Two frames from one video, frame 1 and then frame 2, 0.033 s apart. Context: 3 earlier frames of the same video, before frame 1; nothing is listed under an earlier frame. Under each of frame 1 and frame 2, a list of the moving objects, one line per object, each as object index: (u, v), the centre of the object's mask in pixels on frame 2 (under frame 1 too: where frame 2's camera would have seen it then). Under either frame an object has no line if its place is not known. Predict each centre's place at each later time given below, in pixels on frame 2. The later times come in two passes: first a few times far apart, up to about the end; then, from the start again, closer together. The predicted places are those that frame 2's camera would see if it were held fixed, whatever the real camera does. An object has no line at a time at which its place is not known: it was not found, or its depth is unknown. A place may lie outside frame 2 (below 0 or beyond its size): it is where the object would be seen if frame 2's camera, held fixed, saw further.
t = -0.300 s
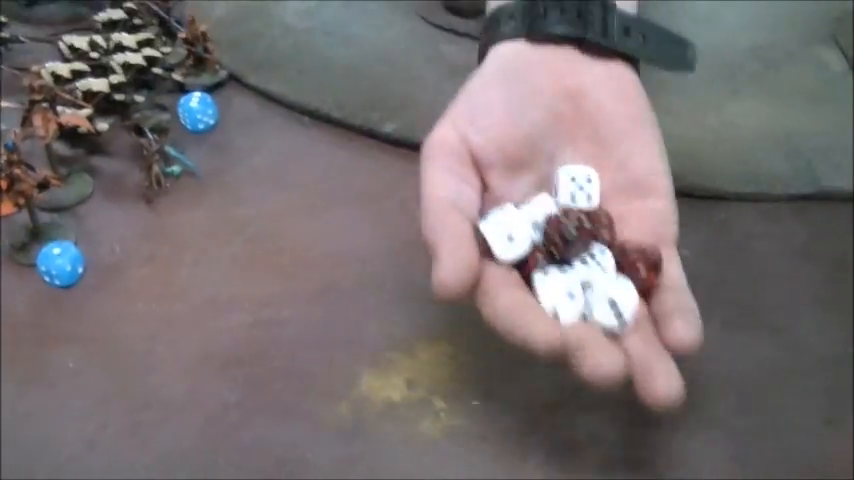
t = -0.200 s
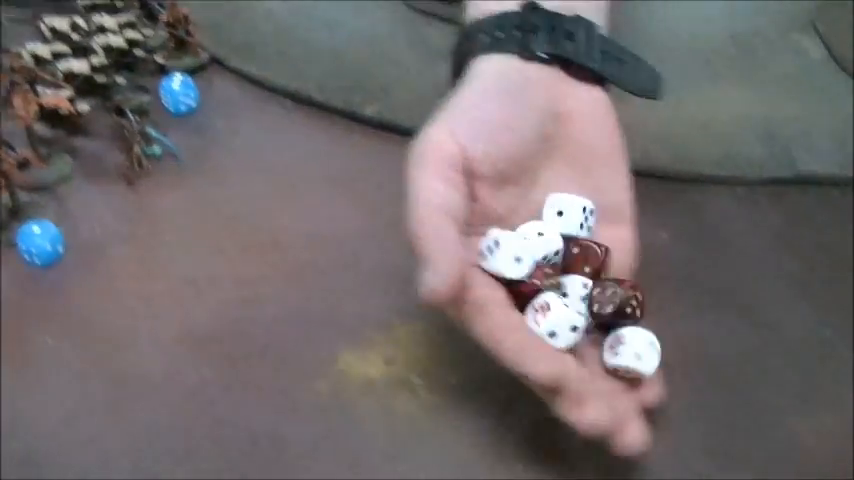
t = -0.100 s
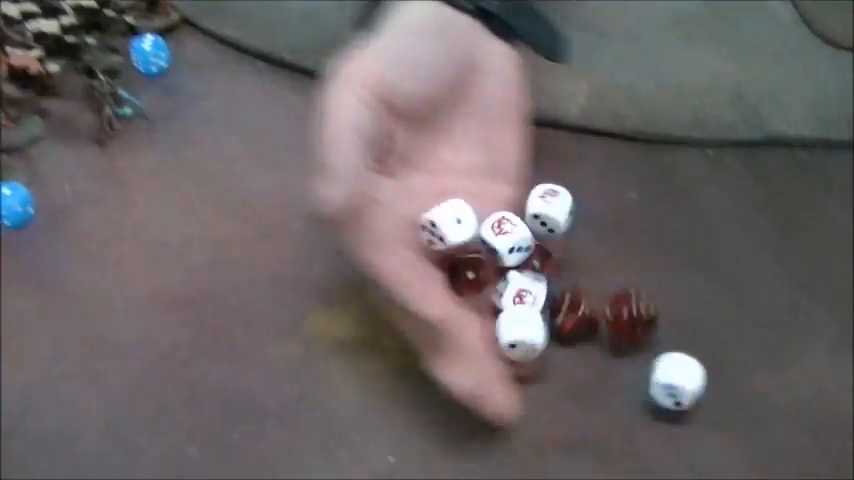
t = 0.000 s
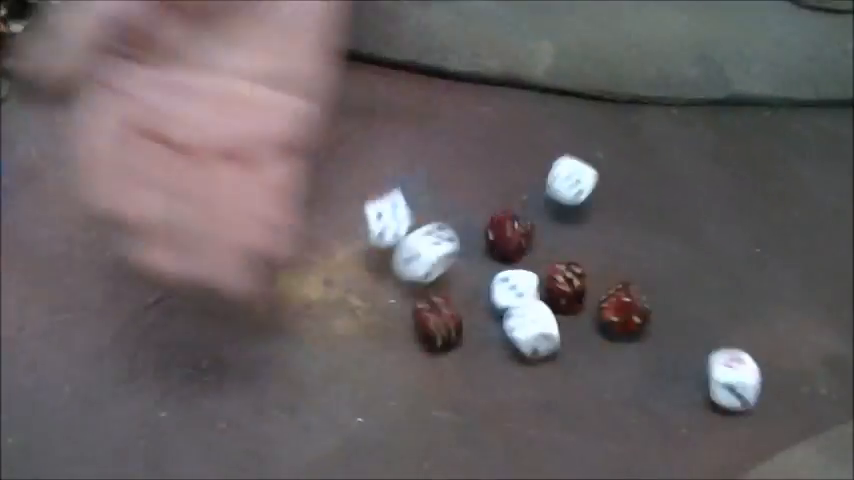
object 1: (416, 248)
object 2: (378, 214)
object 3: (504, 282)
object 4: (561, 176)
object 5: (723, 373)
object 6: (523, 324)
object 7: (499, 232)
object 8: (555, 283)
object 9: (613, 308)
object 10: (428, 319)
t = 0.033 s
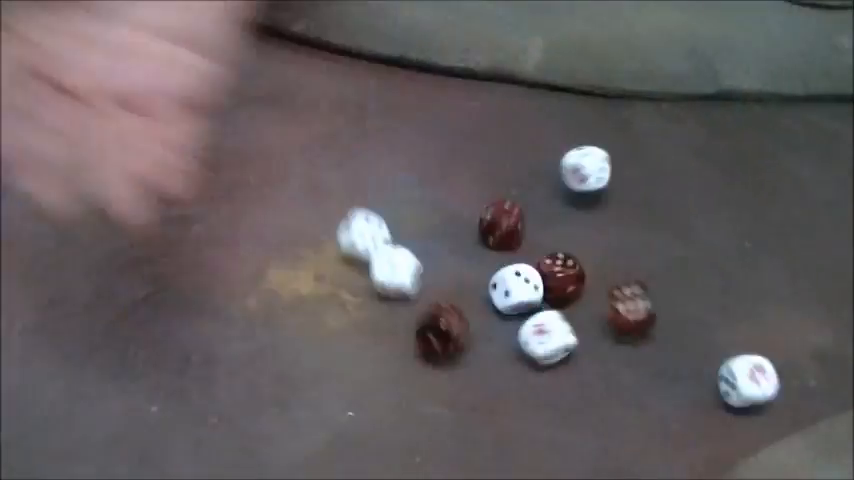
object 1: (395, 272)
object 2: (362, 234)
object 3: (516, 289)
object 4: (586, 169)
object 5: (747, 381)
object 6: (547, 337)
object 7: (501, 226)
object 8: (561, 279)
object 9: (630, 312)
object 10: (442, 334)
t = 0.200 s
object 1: (370, 248)
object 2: (349, 214)
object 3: (507, 295)
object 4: (686, 113)
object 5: (818, 385)
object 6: (659, 392)
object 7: (525, 214)
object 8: (581, 277)
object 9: (721, 388)
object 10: (542, 401)
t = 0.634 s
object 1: (349, 245)
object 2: (344, 206)
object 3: (479, 283)
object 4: (805, 138)
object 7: (512, 215)
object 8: (580, 279)
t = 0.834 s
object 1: (350, 244)
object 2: (345, 205)
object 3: (481, 283)
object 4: (827, 139)
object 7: (512, 215)
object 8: (580, 278)
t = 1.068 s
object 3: (483, 283)
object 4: (827, 139)
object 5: (819, 360)
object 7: (514, 215)
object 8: (582, 278)
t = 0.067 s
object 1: (385, 263)
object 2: (358, 213)
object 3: (516, 291)
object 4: (609, 171)
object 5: (768, 394)
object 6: (575, 349)
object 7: (511, 219)
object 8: (567, 277)
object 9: (645, 336)
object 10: (459, 354)
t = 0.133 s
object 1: (378, 257)
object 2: (353, 218)
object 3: (514, 296)
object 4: (652, 139)
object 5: (810, 403)
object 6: (626, 371)
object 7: (530, 213)
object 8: (580, 279)
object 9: (680, 363)
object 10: (504, 382)
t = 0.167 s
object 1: (374, 253)
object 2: (351, 210)
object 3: (510, 297)
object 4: (667, 126)
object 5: (816, 395)
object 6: (645, 381)
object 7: (530, 212)
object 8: (580, 279)
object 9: (698, 378)
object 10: (520, 391)
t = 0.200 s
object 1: (370, 248)
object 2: (349, 214)
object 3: (507, 295)
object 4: (686, 113)
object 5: (818, 385)
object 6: (659, 392)
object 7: (525, 214)
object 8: (581, 277)
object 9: (721, 388)
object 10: (542, 401)
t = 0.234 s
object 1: (364, 247)
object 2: (346, 211)
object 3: (503, 294)
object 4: (702, 99)
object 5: (816, 374)
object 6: (675, 406)
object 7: (517, 215)
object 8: (581, 278)
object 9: (747, 396)
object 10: (562, 413)
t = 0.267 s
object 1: (357, 247)
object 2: (343, 207)
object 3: (497, 292)
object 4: (720, 91)
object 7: (514, 215)
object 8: (580, 277)
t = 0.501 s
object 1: (349, 243)
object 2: (345, 205)
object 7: (513, 215)
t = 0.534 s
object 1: (349, 243)
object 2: (345, 205)
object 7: (513, 215)
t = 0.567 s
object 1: (349, 244)
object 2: (344, 206)
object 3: (474, 284)
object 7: (512, 215)
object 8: (580, 278)
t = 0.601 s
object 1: (349, 245)
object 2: (345, 206)
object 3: (476, 283)
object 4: (802, 136)
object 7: (512, 215)
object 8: (580, 279)
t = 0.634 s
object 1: (349, 245)
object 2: (344, 206)
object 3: (479, 283)
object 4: (805, 138)
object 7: (512, 215)
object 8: (580, 279)
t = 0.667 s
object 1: (349, 244)
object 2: (344, 206)
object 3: (480, 284)
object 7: (512, 215)
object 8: (579, 279)
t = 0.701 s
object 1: (348, 245)
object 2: (344, 206)
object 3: (479, 284)
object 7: (512, 215)
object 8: (579, 279)
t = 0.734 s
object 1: (349, 244)
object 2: (344, 206)
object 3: (480, 284)
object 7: (512, 215)
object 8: (579, 278)
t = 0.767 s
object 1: (350, 244)
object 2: (345, 206)
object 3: (480, 284)
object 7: (512, 215)
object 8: (580, 279)
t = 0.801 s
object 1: (350, 244)
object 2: (345, 205)
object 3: (481, 282)
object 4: (830, 140)
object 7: (512, 215)
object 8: (580, 278)
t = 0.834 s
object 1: (350, 244)
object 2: (345, 205)
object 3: (481, 283)
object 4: (827, 139)
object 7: (512, 215)
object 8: (580, 278)
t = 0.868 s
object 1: (350, 244)
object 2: (345, 206)
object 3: (481, 283)
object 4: (827, 139)
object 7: (513, 215)
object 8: (581, 278)
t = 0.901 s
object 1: (350, 244)
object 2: (345, 205)
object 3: (482, 283)
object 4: (827, 139)
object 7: (513, 215)
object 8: (581, 278)
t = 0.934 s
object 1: (350, 244)
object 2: (346, 205)
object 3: (482, 283)
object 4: (827, 139)
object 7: (513, 215)
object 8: (581, 278)
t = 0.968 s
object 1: (351, 244)
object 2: (346, 205)
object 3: (482, 283)
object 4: (827, 139)
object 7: (514, 215)
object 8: (582, 278)
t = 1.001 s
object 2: (346, 206)
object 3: (482, 283)
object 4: (827, 140)
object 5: (818, 359)
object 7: (514, 215)
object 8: (582, 278)
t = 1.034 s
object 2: (346, 206)
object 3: (483, 283)
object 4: (827, 139)
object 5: (819, 360)
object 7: (514, 215)
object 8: (582, 278)
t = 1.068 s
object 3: (483, 283)
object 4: (827, 139)
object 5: (819, 360)
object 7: (514, 215)
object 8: (582, 278)
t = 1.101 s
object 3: (483, 284)
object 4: (827, 139)
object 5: (820, 360)
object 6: (700, 435)
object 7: (515, 215)
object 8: (582, 279)
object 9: (831, 403)
